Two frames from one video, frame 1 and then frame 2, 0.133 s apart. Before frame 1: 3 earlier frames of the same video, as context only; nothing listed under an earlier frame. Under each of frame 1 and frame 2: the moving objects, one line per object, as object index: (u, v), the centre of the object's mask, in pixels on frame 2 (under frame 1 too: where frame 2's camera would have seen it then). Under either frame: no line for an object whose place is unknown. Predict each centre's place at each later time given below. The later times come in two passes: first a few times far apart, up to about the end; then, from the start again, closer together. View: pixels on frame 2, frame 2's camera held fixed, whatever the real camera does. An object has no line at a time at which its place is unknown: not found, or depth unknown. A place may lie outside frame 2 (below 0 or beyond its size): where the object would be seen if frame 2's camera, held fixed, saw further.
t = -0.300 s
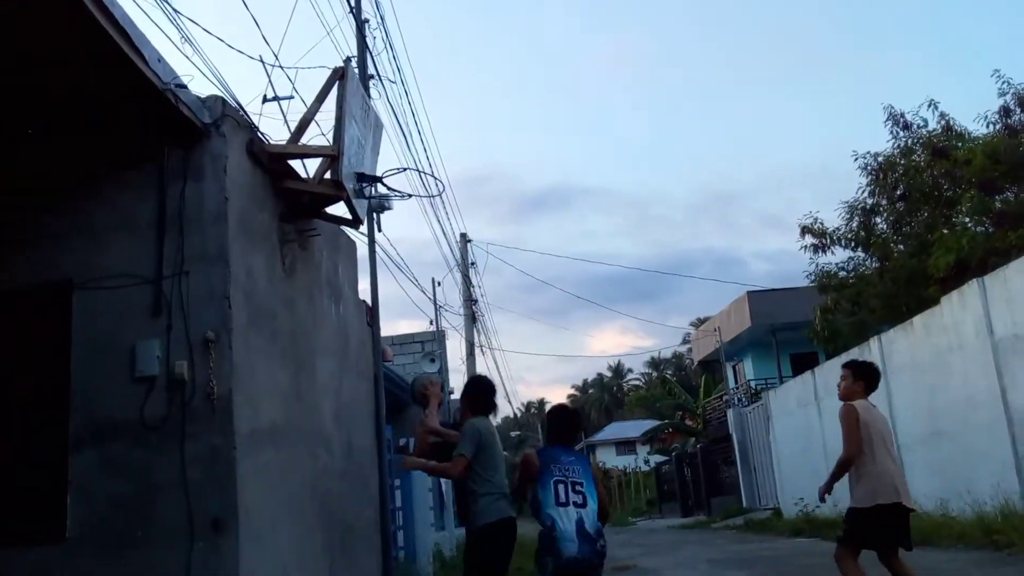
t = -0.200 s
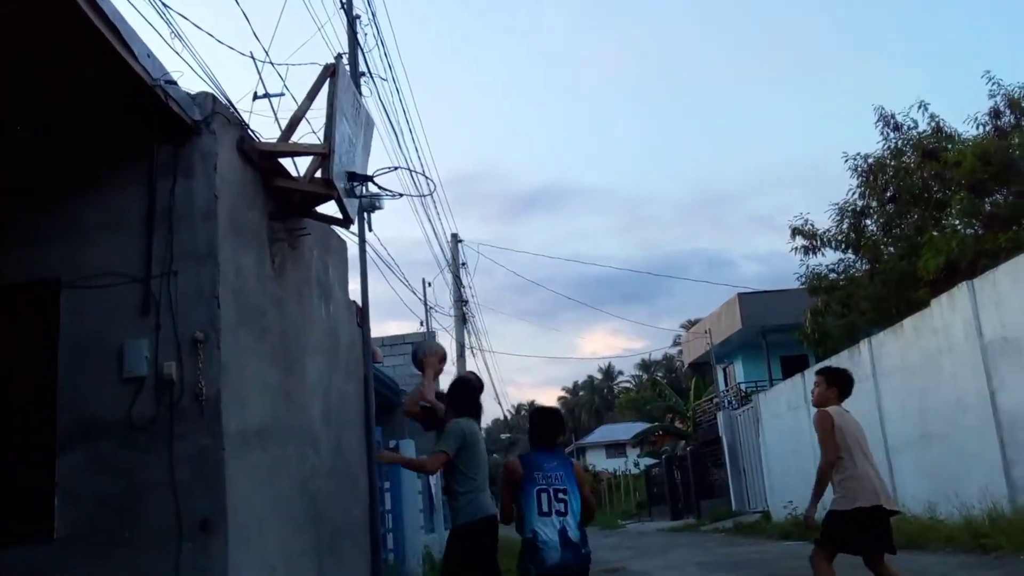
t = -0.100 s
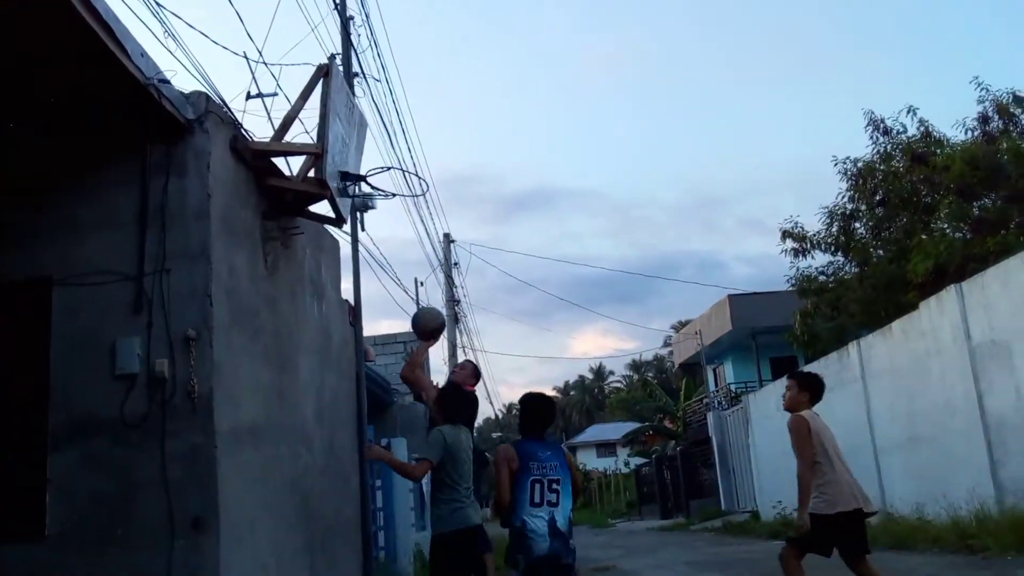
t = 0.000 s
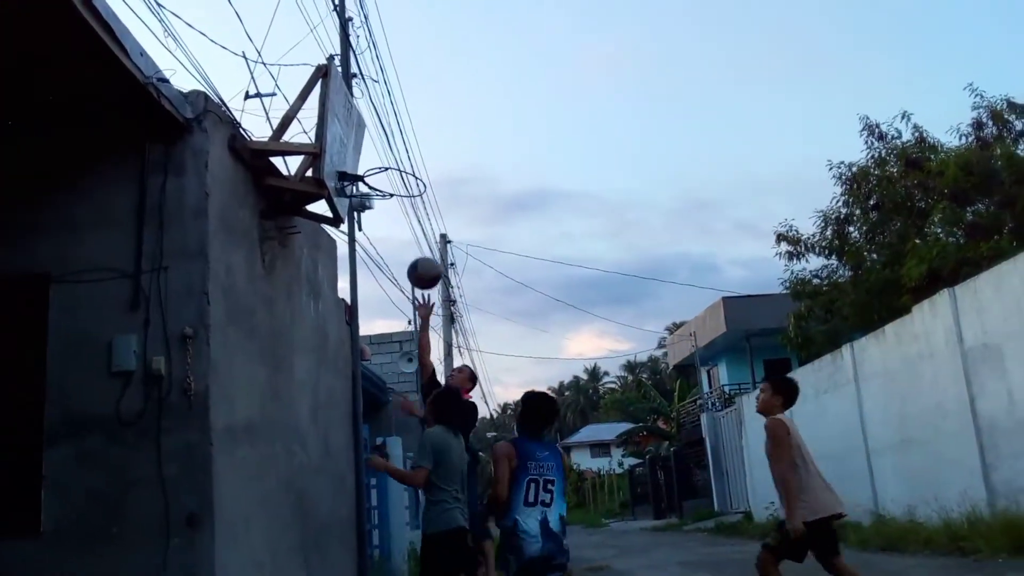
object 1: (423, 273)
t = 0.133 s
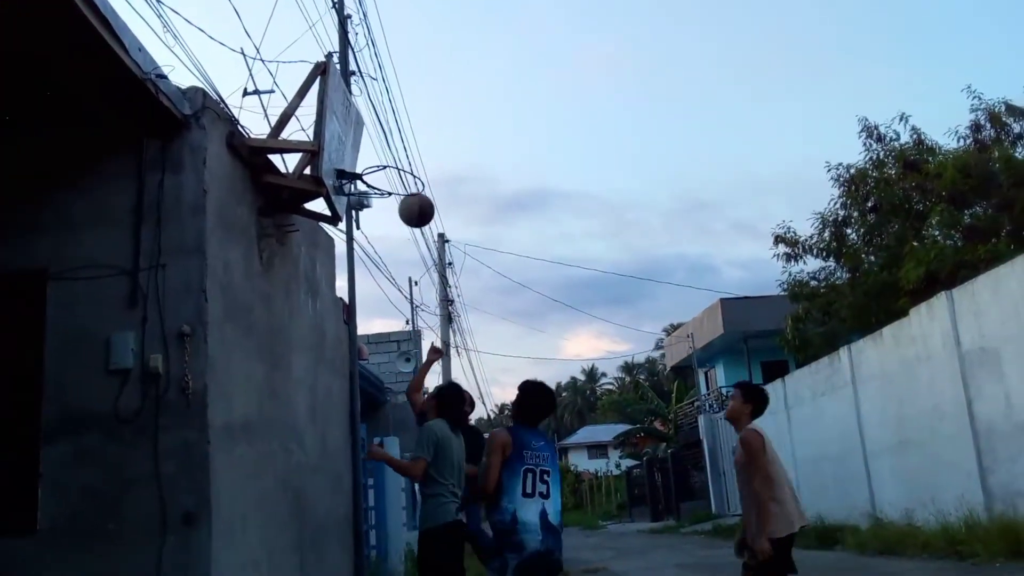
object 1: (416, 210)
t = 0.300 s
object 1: (410, 161)
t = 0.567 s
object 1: (404, 162)
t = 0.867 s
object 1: (413, 165)
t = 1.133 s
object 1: (395, 190)
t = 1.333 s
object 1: (377, 270)
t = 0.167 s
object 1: (415, 198)
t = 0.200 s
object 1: (414, 186)
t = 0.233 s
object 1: (413, 176)
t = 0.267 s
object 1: (412, 168)
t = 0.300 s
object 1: (410, 161)
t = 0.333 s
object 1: (409, 154)
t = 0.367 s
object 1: (407, 151)
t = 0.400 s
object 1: (406, 148)
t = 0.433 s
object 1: (405, 147)
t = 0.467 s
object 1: (404, 148)
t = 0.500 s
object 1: (404, 150)
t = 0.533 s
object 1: (402, 154)
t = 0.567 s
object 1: (404, 162)
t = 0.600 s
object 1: (406, 154)
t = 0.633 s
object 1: (409, 155)
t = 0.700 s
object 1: (412, 155)
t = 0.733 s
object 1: (413, 154)
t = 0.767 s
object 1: (416, 165)
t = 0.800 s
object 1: (418, 171)
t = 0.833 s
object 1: (415, 166)
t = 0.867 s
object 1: (413, 165)
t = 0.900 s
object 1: (411, 164)
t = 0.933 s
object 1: (410, 166)
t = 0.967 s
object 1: (410, 171)
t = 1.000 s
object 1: (408, 175)
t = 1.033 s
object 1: (405, 175)
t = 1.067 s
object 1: (402, 179)
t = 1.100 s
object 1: (398, 184)
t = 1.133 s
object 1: (395, 190)
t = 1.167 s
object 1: (392, 198)
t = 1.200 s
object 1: (390, 209)
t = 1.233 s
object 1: (386, 220)
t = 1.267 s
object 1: (383, 235)
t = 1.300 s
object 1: (380, 252)
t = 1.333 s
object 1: (377, 270)
